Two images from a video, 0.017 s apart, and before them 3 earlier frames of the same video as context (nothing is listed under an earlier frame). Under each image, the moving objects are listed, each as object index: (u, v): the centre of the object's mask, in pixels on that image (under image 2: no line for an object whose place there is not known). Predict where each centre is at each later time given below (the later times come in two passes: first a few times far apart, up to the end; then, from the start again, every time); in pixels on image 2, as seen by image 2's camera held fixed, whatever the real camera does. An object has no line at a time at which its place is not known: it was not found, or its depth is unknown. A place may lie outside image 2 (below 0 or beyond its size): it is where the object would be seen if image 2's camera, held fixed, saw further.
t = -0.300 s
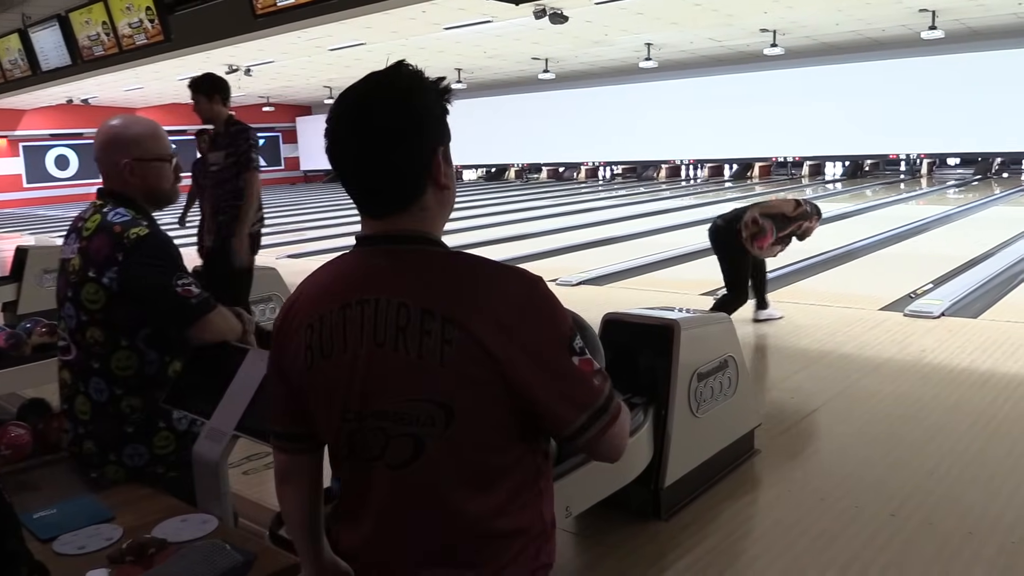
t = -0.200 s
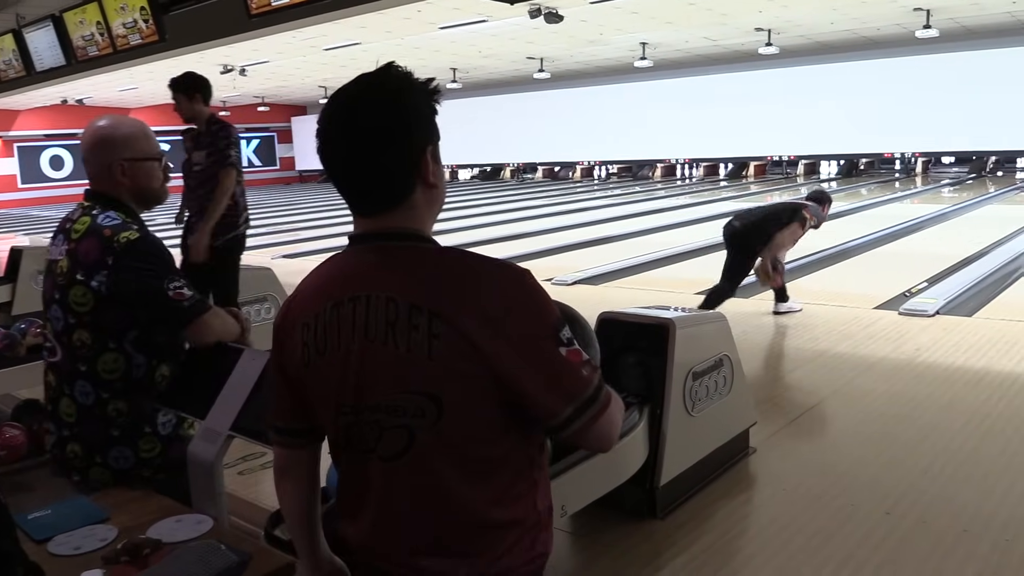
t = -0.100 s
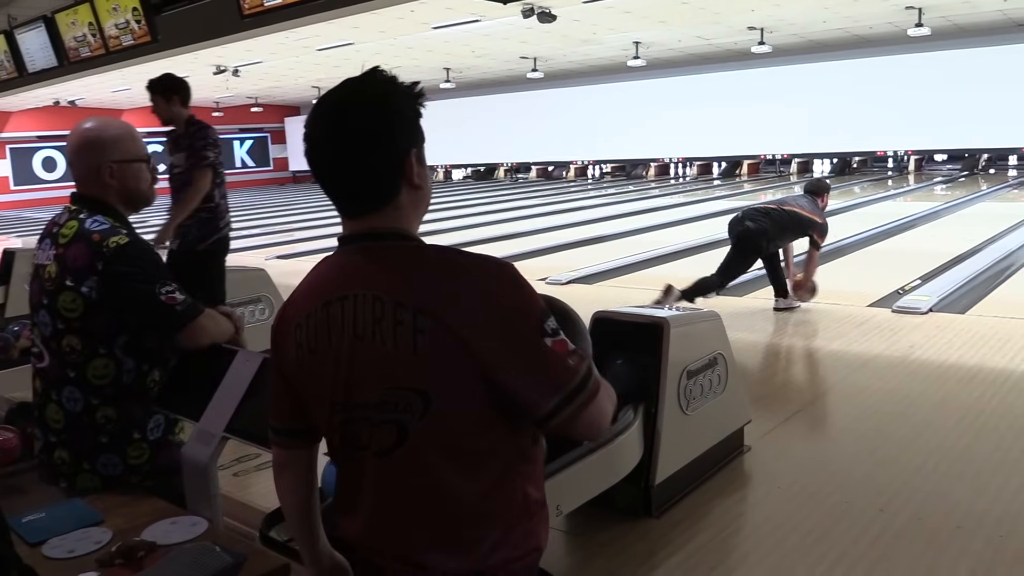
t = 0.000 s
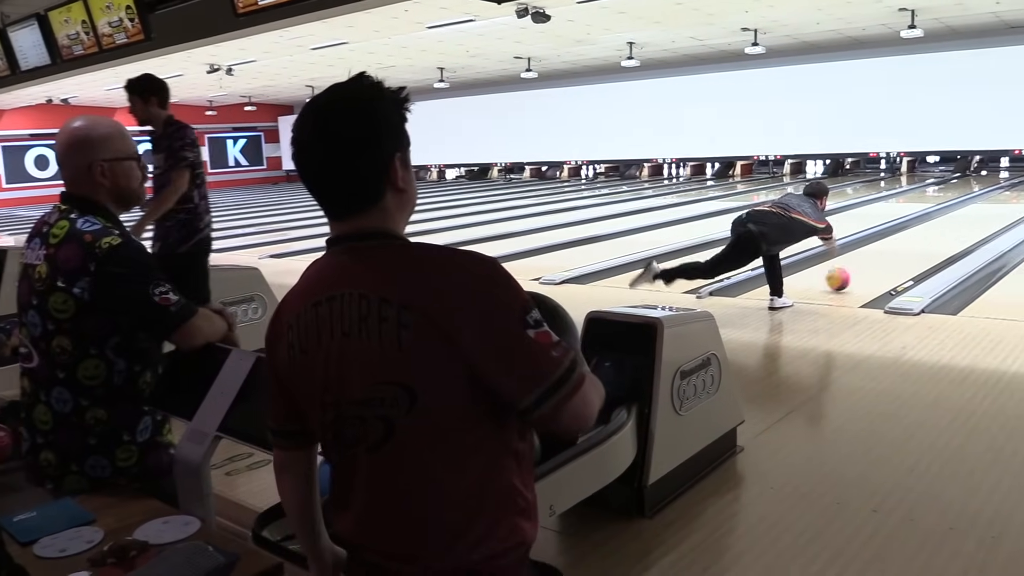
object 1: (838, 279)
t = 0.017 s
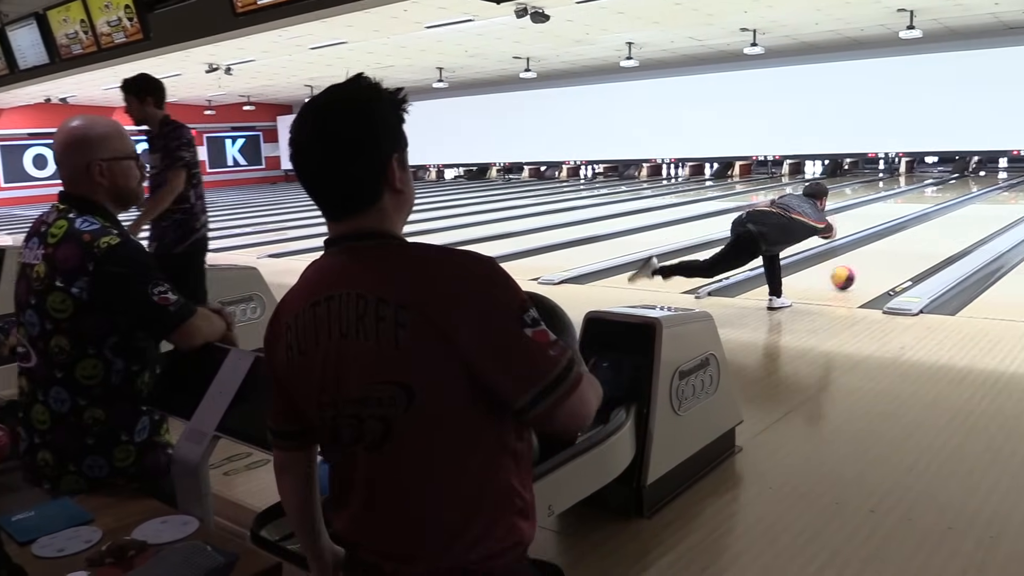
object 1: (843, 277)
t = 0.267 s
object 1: (919, 248)
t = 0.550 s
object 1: (980, 225)
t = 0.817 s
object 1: (1022, 209)
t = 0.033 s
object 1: (848, 276)
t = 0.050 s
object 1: (854, 273)
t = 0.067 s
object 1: (860, 271)
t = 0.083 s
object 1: (866, 269)
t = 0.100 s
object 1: (871, 267)
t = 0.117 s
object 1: (876, 265)
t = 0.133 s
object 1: (882, 263)
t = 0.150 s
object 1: (887, 261)
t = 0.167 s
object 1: (892, 259)
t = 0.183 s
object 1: (897, 257)
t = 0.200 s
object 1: (901, 255)
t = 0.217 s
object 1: (906, 253)
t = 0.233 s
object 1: (910, 251)
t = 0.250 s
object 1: (915, 250)
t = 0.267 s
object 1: (919, 248)
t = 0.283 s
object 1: (923, 246)
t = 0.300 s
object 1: (927, 245)
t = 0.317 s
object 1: (931, 243)
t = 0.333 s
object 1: (935, 242)
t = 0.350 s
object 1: (939, 240)
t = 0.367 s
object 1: (943, 239)
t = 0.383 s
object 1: (947, 238)
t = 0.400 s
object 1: (951, 236)
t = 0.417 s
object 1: (954, 235)
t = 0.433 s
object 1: (958, 233)
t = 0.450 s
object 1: (961, 232)
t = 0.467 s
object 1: (965, 231)
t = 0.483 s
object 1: (968, 230)
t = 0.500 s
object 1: (971, 228)
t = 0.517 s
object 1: (974, 227)
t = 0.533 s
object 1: (977, 227)
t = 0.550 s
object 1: (980, 225)
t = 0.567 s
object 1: (984, 224)
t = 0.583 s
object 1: (986, 223)
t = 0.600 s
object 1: (989, 222)
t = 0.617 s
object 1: (992, 221)
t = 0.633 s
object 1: (995, 220)
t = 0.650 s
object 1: (998, 219)
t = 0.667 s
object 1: (1000, 218)
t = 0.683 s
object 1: (1003, 217)
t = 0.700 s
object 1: (1005, 216)
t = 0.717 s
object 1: (1008, 215)
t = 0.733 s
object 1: (1010, 214)
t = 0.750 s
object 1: (1013, 213)
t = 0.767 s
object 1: (1015, 212)
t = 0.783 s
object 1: (1017, 212)
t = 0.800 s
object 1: (1019, 211)
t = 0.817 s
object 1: (1022, 209)
